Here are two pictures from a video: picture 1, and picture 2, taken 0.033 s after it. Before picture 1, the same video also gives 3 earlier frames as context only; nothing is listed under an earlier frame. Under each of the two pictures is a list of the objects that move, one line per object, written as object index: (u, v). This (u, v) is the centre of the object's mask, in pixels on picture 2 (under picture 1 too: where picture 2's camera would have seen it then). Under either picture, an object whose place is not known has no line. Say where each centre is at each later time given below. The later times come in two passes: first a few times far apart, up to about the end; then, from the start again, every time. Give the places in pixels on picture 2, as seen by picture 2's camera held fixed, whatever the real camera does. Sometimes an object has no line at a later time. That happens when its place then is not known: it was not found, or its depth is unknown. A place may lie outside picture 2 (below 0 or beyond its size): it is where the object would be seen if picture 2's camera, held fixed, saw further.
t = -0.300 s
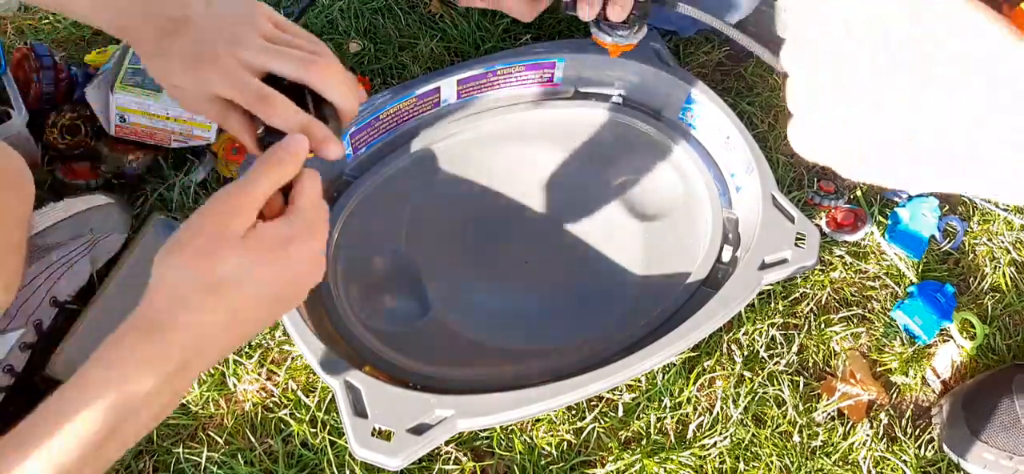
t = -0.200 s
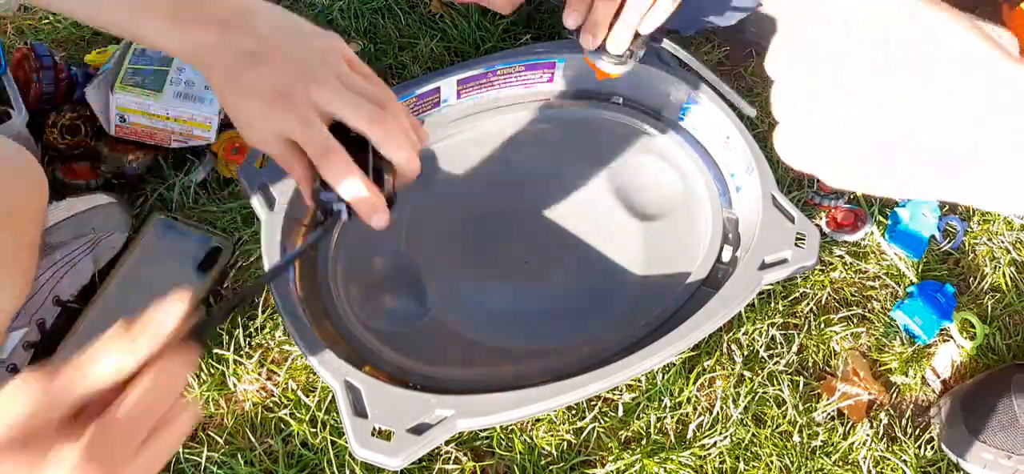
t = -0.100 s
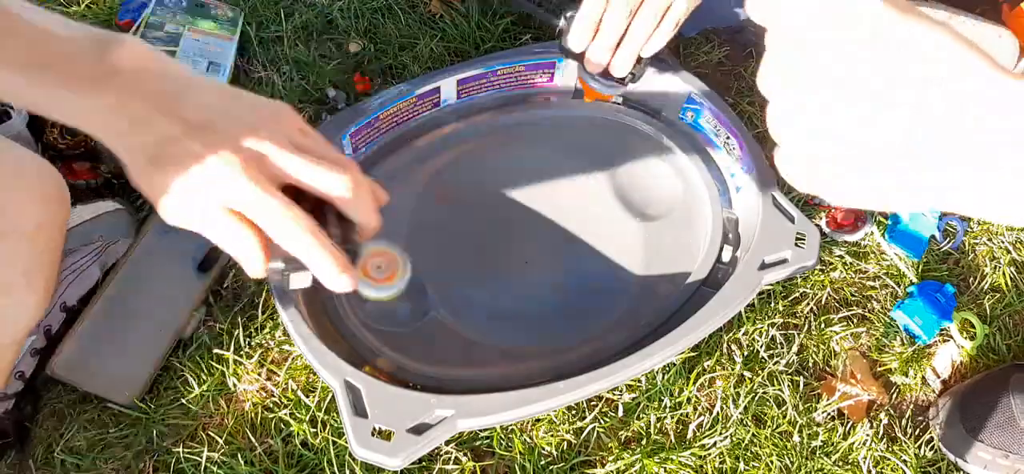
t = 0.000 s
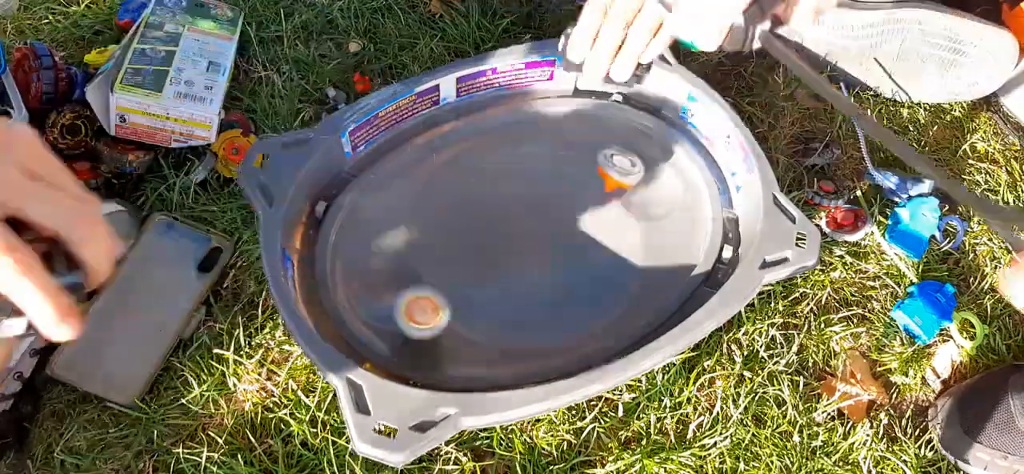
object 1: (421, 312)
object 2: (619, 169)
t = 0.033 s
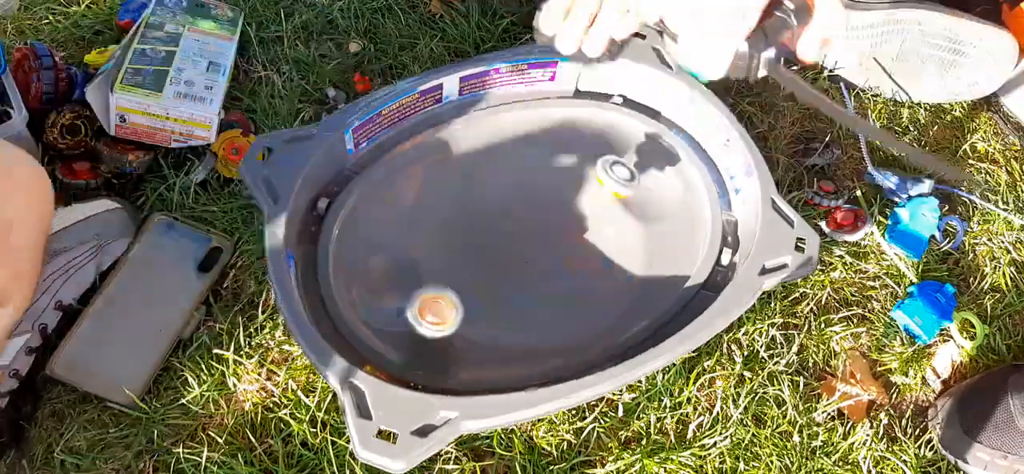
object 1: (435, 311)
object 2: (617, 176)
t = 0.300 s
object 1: (465, 323)
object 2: (613, 168)
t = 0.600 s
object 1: (397, 179)
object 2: (600, 142)
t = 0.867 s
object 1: (395, 270)
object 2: (506, 205)
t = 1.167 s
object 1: (421, 253)
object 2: (552, 252)
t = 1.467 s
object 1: (412, 358)
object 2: (648, 161)
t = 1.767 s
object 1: (536, 304)
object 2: (682, 256)
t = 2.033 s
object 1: (555, 191)
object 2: (701, 215)
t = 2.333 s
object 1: (656, 133)
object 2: (697, 213)
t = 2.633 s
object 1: (699, 154)
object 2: (569, 351)
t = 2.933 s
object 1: (542, 113)
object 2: (327, 289)
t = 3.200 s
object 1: (475, 129)
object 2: (320, 213)
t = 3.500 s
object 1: (506, 119)
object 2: (358, 168)
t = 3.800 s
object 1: (573, 132)
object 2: (454, 208)
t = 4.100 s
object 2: (531, 315)
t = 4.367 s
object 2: (574, 234)
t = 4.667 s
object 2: (614, 224)
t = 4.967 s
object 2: (360, 234)
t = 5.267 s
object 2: (423, 260)
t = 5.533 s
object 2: (348, 214)
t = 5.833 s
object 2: (398, 172)
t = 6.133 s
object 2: (481, 121)
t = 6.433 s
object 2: (573, 108)
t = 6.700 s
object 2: (652, 129)
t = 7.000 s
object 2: (694, 190)
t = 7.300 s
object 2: (685, 253)
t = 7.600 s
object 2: (603, 311)
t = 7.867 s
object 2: (517, 336)
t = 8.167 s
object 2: (414, 334)
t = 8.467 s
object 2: (357, 289)
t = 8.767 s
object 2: (382, 173)
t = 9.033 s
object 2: (443, 143)
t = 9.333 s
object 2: (527, 120)
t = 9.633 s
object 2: (621, 127)
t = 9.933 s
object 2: (630, 173)
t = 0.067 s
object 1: (448, 313)
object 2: (614, 191)
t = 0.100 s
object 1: (462, 309)
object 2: (607, 214)
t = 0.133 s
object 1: (477, 307)
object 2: (598, 233)
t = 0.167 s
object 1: (492, 307)
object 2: (584, 240)
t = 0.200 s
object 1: (510, 301)
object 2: (567, 252)
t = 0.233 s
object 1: (521, 299)
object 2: (554, 261)
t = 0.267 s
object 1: (494, 309)
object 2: (588, 219)
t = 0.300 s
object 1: (465, 323)
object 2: (613, 168)
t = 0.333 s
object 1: (434, 344)
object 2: (635, 132)
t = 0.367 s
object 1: (409, 351)
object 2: (652, 97)
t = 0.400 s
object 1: (405, 320)
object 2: (647, 100)
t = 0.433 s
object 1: (403, 295)
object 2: (642, 107)
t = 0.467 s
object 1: (400, 270)
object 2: (631, 123)
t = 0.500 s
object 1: (398, 242)
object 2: (624, 125)
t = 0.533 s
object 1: (397, 217)
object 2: (618, 131)
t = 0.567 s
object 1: (396, 197)
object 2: (608, 138)
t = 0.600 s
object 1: (397, 179)
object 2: (600, 142)
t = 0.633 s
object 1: (368, 151)
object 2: (591, 145)
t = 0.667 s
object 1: (367, 156)
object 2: (584, 148)
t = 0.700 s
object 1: (369, 171)
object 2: (572, 156)
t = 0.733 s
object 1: (371, 193)
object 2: (559, 163)
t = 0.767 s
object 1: (376, 221)
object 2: (545, 173)
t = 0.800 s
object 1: (380, 234)
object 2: (530, 184)
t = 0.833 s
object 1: (387, 253)
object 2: (517, 195)
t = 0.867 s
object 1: (395, 270)
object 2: (506, 205)
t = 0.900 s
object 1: (402, 285)
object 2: (497, 215)
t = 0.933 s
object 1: (408, 296)
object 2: (491, 224)
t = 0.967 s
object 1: (414, 300)
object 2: (489, 234)
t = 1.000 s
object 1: (418, 300)
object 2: (490, 241)
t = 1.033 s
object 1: (422, 297)
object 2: (497, 248)
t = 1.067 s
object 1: (424, 290)
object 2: (507, 254)
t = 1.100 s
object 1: (425, 280)
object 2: (521, 256)
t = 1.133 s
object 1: (423, 267)
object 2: (536, 255)
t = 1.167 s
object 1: (421, 253)
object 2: (552, 252)
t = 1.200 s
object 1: (421, 239)
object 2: (568, 245)
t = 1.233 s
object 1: (427, 228)
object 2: (584, 236)
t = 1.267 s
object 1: (425, 239)
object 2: (598, 224)
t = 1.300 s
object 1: (409, 284)
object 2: (609, 210)
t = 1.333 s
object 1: (391, 323)
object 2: (619, 195)
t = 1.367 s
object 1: (388, 336)
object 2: (621, 181)
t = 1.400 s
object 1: (395, 340)
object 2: (626, 172)
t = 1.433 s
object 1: (402, 349)
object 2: (634, 165)
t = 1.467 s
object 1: (412, 358)
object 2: (648, 161)
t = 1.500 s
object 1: (423, 352)
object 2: (650, 177)
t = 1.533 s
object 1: (438, 346)
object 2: (648, 195)
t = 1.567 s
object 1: (454, 342)
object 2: (650, 208)
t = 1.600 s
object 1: (469, 339)
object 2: (653, 211)
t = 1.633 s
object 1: (484, 332)
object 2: (655, 220)
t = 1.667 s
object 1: (499, 325)
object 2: (657, 231)
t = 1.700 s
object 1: (511, 318)
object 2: (663, 238)
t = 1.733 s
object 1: (523, 313)
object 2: (671, 248)
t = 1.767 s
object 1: (536, 304)
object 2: (682, 256)
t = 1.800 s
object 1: (546, 293)
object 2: (682, 253)
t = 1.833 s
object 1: (555, 277)
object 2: (696, 247)
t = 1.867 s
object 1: (560, 262)
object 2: (694, 244)
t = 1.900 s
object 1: (563, 245)
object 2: (695, 237)
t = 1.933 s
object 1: (565, 229)
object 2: (697, 231)
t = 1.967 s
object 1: (563, 215)
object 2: (700, 226)
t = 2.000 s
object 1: (560, 201)
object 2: (703, 221)
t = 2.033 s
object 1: (555, 191)
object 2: (701, 215)
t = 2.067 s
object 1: (548, 184)
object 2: (698, 209)
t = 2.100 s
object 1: (540, 179)
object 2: (695, 205)
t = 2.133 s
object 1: (530, 176)
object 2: (695, 201)
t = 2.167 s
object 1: (519, 176)
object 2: (695, 201)
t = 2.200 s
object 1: (508, 179)
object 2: (697, 203)
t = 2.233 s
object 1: (530, 167)
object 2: (699, 206)
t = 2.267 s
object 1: (578, 151)
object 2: (703, 208)
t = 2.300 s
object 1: (615, 146)
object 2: (701, 211)
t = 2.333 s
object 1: (656, 133)
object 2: (697, 213)
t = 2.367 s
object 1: (682, 129)
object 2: (693, 215)
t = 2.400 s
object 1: (690, 139)
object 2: (691, 219)
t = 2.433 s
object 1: (701, 155)
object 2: (688, 224)
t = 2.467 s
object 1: (702, 181)
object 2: (687, 233)
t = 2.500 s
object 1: (702, 199)
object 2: (686, 247)
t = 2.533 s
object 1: (702, 207)
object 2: (678, 267)
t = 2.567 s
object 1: (710, 188)
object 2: (648, 302)
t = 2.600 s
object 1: (712, 169)
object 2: (613, 333)
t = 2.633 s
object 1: (699, 154)
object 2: (569, 351)
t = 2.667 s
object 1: (687, 144)
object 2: (528, 362)
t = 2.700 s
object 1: (671, 128)
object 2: (489, 366)
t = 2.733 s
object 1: (654, 117)
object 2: (453, 365)
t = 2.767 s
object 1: (634, 110)
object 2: (419, 358)
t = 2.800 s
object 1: (615, 103)
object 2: (391, 348)
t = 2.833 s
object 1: (595, 102)
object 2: (367, 334)
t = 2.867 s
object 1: (575, 104)
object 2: (350, 319)
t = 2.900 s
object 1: (559, 106)
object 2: (337, 304)
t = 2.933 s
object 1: (542, 113)
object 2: (327, 289)
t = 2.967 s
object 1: (529, 117)
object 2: (324, 275)
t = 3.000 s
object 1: (517, 119)
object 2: (317, 263)
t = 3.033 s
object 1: (504, 125)
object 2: (318, 251)
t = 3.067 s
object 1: (496, 128)
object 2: (315, 241)
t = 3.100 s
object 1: (488, 129)
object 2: (316, 233)
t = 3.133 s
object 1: (482, 131)
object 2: (318, 225)
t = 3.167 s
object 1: (478, 130)
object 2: (318, 219)
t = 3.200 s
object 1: (475, 129)
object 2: (320, 213)
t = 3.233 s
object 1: (475, 127)
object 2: (322, 207)
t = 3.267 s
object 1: (476, 126)
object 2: (324, 201)
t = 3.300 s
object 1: (478, 123)
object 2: (327, 197)
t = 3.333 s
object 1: (482, 122)
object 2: (330, 191)
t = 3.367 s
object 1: (486, 120)
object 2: (332, 187)
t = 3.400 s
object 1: (490, 120)
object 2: (336, 182)
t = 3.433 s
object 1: (495, 120)
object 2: (343, 178)
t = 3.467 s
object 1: (501, 119)
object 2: (351, 173)
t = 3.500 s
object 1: (506, 119)
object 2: (358, 168)
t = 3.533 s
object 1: (513, 120)
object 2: (367, 167)
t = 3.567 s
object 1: (519, 120)
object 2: (376, 172)
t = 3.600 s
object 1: (527, 120)
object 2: (386, 175)
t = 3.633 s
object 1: (534, 121)
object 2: (396, 179)
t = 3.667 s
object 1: (541, 123)
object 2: (406, 181)
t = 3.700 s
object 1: (549, 124)
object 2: (416, 182)
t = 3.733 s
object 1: (556, 127)
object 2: (427, 187)
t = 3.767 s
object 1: (565, 129)
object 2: (440, 195)
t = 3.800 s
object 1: (573, 132)
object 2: (454, 208)
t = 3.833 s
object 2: (470, 222)
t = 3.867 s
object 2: (466, 239)
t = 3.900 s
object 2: (455, 260)
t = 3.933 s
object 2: (453, 276)
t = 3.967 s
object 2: (457, 291)
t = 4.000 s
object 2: (469, 301)
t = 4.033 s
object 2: (486, 311)
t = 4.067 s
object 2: (507, 315)
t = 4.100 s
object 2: (531, 315)
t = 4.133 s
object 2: (554, 311)
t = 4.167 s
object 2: (575, 306)
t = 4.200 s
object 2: (594, 292)
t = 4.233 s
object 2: (607, 272)
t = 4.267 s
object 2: (615, 250)
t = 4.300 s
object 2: (618, 227)
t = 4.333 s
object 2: (590, 220)
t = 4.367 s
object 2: (574, 234)
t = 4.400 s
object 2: (605, 248)
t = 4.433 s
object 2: (636, 269)
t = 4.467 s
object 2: (658, 286)
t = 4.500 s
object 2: (651, 275)
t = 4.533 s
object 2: (644, 266)
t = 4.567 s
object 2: (639, 256)
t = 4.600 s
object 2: (633, 250)
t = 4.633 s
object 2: (624, 241)
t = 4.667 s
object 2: (614, 224)
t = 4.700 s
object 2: (597, 213)
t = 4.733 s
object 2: (578, 202)
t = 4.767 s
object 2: (559, 195)
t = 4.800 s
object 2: (538, 192)
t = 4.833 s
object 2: (492, 199)
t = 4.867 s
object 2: (450, 205)
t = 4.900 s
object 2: (416, 211)
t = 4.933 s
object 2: (388, 220)
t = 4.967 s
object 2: (360, 234)
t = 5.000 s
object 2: (335, 246)
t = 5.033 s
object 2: (340, 254)
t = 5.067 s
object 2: (352, 265)
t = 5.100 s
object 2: (368, 279)
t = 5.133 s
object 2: (387, 285)
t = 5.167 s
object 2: (404, 285)
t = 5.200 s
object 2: (416, 278)
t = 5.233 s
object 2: (423, 270)
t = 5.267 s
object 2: (423, 260)
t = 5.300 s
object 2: (418, 250)
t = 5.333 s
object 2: (407, 241)
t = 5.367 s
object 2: (393, 234)
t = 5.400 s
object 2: (379, 231)
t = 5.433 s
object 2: (365, 228)
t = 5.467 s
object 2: (353, 224)
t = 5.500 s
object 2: (342, 215)
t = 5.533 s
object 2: (348, 214)
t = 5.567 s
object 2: (356, 214)
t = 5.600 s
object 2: (362, 212)
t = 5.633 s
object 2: (367, 206)
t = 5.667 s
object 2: (370, 199)
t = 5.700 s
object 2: (372, 189)
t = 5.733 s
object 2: (373, 178)
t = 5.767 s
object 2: (377, 171)
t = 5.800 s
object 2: (389, 172)
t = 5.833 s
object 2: (398, 172)
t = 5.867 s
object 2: (407, 169)
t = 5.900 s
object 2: (414, 165)
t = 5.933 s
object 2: (422, 160)
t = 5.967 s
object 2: (429, 151)
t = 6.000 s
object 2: (438, 143)
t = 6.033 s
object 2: (448, 134)
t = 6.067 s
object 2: (460, 126)
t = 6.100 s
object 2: (470, 120)
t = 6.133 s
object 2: (481, 121)
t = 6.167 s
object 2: (490, 120)
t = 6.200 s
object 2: (500, 119)
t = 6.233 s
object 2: (511, 117)
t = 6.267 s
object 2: (524, 113)
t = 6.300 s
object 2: (538, 110)
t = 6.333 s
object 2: (550, 106)
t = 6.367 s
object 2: (560, 105)
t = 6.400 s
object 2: (567, 106)
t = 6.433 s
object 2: (573, 108)
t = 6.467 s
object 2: (583, 109)
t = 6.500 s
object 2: (593, 111)
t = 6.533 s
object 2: (607, 112)
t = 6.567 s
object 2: (622, 114)
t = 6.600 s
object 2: (635, 114)
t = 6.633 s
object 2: (645, 118)
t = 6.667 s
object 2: (649, 124)
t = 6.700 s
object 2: (652, 129)
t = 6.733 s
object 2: (657, 135)
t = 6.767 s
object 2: (664, 140)
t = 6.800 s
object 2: (673, 147)
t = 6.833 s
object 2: (681, 153)
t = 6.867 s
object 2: (691, 159)
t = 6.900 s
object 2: (692, 167)
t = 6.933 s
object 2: (692, 174)
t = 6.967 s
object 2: (692, 181)
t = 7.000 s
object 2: (694, 190)
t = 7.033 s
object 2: (700, 200)
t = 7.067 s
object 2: (703, 207)
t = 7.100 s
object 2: (700, 212)
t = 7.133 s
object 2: (695, 215)
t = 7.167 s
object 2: (693, 220)
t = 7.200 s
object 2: (691, 228)
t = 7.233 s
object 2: (690, 237)
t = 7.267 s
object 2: (688, 248)
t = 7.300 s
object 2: (685, 253)
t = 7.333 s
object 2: (682, 255)
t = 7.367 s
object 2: (676, 257)
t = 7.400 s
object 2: (669, 260)
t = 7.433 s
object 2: (662, 267)
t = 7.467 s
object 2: (651, 274)
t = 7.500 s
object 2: (639, 284)
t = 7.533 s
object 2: (626, 293)
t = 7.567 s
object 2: (614, 302)
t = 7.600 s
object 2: (603, 311)
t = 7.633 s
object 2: (592, 320)
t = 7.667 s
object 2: (583, 326)
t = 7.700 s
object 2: (575, 329)
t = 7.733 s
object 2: (569, 329)
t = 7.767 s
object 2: (560, 330)
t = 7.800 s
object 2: (548, 331)
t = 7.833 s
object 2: (533, 333)
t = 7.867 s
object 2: (517, 336)
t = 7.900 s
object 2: (501, 338)
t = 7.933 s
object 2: (484, 340)
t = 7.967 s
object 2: (470, 344)
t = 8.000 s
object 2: (457, 345)
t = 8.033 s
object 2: (446, 344)
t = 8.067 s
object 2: (439, 344)
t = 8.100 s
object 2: (433, 341)
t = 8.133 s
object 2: (424, 338)
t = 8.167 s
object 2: (414, 334)
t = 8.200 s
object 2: (403, 330)
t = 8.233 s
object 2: (392, 324)
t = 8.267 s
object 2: (383, 320)
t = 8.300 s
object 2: (375, 315)
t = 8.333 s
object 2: (371, 311)
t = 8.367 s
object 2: (369, 307)
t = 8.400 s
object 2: (365, 303)
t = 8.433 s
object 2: (362, 296)
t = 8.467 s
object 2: (357, 289)
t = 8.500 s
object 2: (356, 283)
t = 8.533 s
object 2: (358, 278)
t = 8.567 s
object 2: (352, 268)
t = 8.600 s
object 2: (337, 246)
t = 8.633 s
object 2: (338, 225)
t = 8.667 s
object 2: (344, 210)
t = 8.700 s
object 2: (360, 198)
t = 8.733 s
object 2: (371, 185)
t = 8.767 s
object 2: (382, 173)
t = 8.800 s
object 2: (391, 165)
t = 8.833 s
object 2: (400, 158)
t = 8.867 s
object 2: (408, 154)
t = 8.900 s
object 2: (416, 151)
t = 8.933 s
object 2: (423, 148)
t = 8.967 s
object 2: (430, 147)
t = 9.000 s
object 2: (436, 145)
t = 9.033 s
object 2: (443, 143)
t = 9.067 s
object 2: (449, 139)
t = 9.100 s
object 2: (455, 136)
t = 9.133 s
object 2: (462, 133)
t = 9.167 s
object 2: (471, 128)
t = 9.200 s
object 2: (480, 124)
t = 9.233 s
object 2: (491, 121)
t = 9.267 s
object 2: (502, 121)
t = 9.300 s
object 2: (514, 121)
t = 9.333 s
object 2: (527, 120)
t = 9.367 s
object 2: (540, 120)
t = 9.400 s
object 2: (551, 122)
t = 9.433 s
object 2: (562, 124)
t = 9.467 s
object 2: (575, 128)
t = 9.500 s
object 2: (587, 132)
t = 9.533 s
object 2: (599, 136)
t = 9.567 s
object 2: (610, 143)
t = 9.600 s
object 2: (619, 140)
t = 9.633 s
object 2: (621, 127)
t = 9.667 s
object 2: (624, 116)
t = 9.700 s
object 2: (626, 112)
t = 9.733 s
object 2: (622, 117)
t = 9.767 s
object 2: (622, 122)
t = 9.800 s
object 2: (623, 131)
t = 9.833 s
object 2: (626, 137)
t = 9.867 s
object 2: (628, 145)
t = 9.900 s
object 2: (629, 158)
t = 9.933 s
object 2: (630, 173)
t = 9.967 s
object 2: (632, 185)
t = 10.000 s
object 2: (636, 193)
